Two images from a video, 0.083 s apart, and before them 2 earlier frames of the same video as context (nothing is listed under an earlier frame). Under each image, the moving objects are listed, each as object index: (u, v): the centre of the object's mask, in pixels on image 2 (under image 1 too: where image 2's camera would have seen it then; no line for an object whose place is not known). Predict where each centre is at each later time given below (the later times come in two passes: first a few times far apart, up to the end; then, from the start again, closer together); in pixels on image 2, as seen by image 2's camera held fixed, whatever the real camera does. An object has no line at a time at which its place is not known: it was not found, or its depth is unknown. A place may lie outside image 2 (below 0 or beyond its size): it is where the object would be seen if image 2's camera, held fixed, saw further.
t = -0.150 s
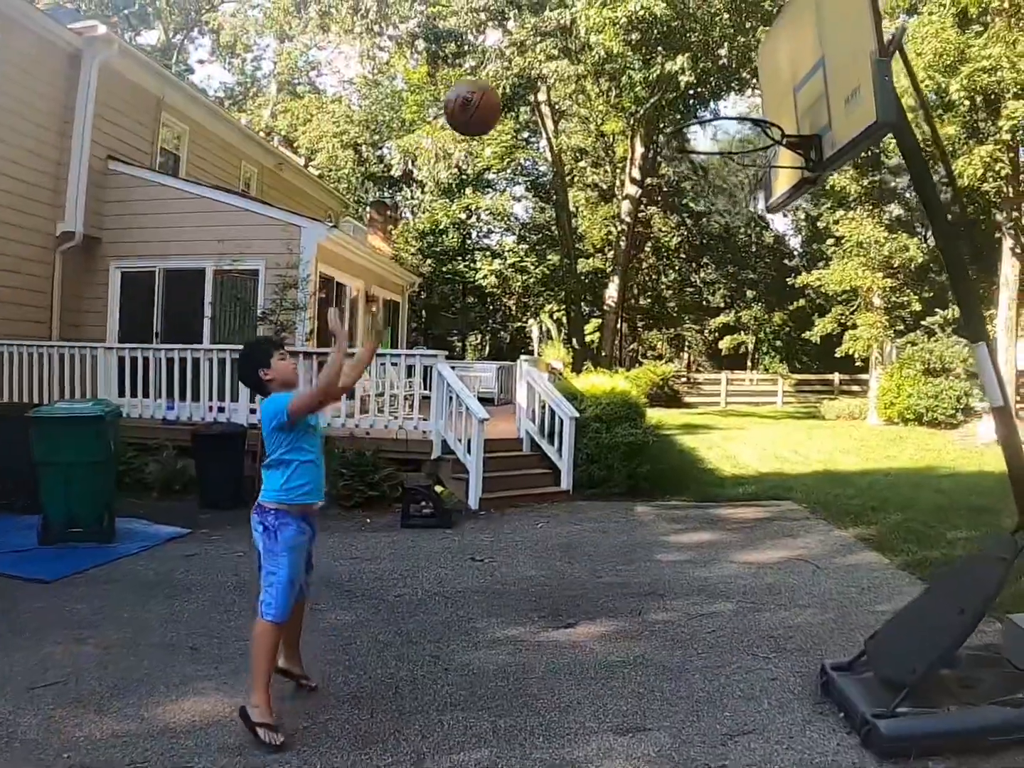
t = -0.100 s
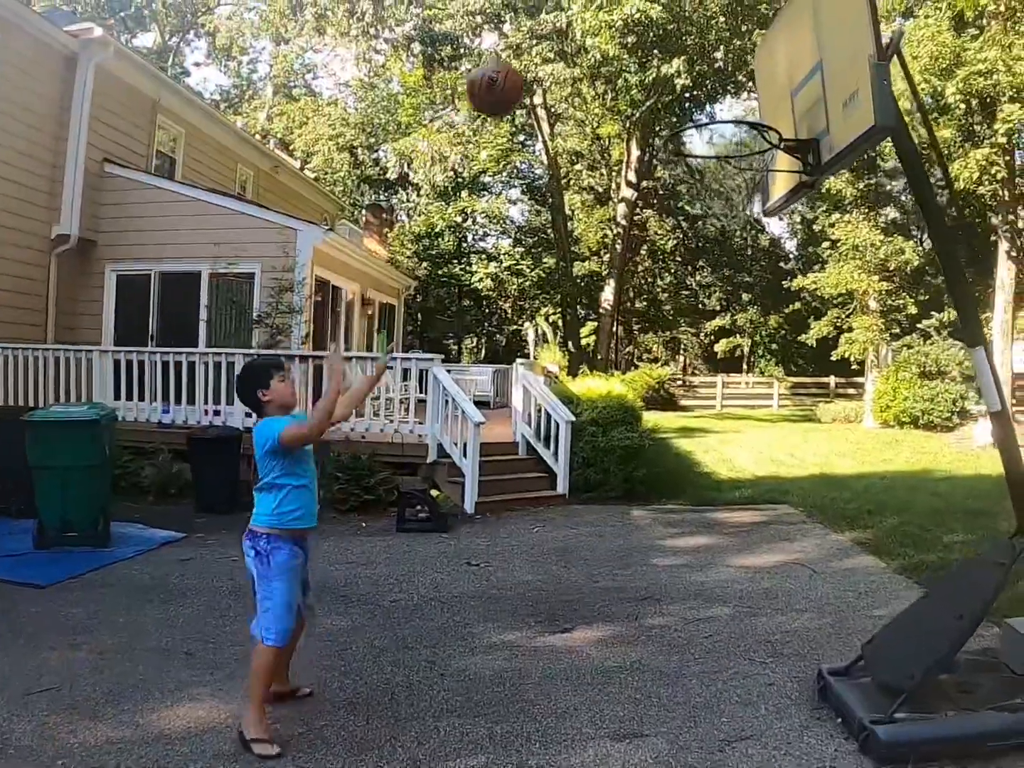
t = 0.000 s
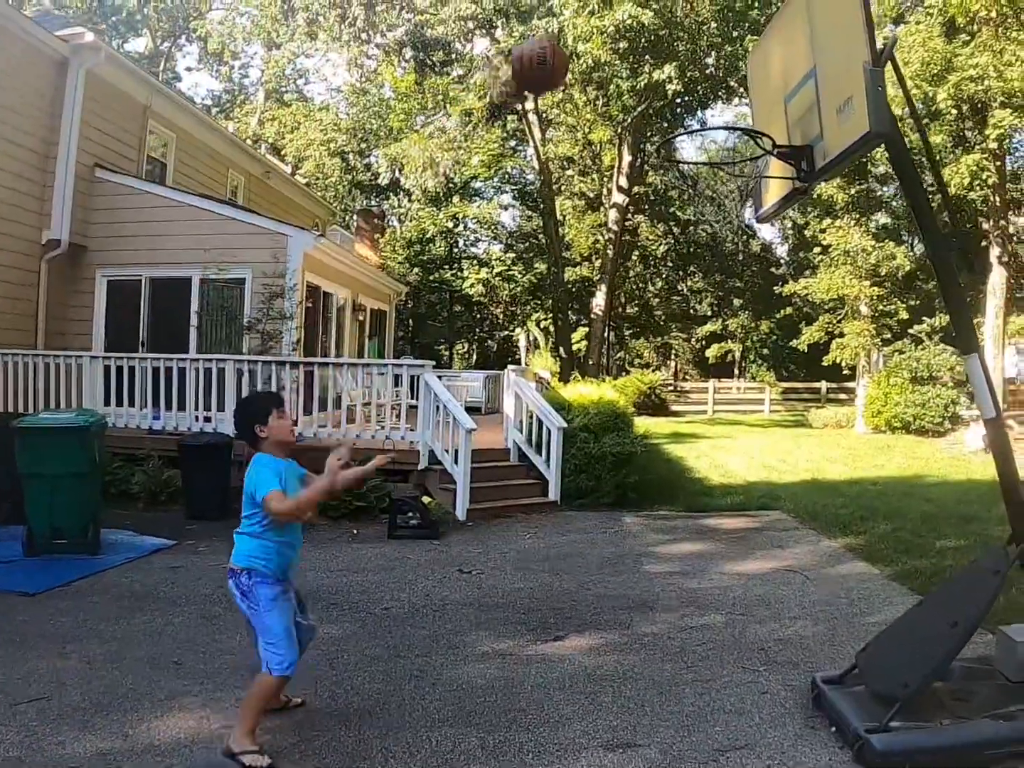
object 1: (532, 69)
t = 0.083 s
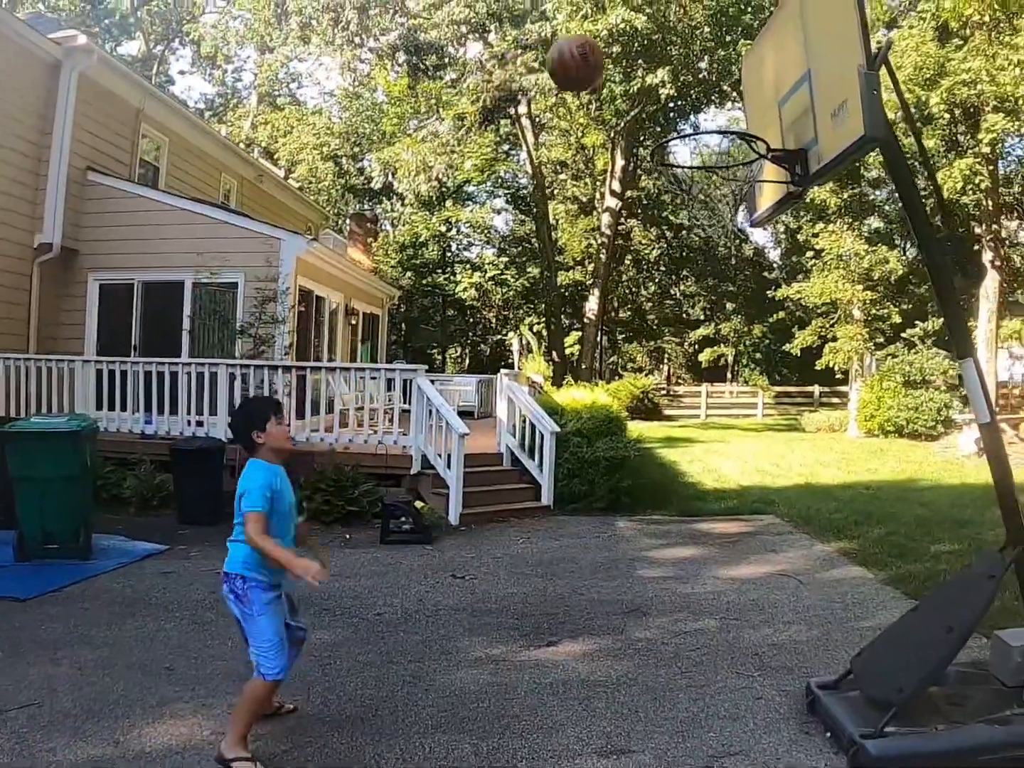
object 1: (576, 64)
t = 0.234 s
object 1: (651, 97)
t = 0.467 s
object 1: (744, 226)
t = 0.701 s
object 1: (753, 385)
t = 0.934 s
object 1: (745, 671)
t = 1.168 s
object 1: (696, 520)
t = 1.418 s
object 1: (620, 367)
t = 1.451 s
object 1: (609, 359)
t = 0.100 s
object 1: (584, 65)
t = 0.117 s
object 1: (592, 67)
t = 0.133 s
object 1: (601, 69)
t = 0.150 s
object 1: (610, 71)
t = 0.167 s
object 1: (616, 74)
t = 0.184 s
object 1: (626, 79)
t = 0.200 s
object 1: (635, 84)
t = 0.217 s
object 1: (642, 90)
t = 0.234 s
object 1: (651, 97)
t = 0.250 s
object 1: (658, 103)
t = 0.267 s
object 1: (666, 112)
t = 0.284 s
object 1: (676, 120)
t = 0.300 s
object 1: (685, 128)
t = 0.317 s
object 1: (692, 139)
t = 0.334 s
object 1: (700, 150)
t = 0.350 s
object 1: (710, 162)
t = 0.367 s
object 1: (717, 175)
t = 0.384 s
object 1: (726, 186)
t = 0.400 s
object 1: (735, 201)
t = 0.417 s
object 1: (739, 210)
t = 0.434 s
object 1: (742, 214)
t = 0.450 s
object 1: (743, 222)
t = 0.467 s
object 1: (744, 226)
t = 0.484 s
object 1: (745, 233)
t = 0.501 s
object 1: (747, 241)
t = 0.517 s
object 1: (746, 246)
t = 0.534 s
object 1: (747, 256)
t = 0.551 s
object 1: (749, 266)
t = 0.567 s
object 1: (749, 276)
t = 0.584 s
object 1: (749, 287)
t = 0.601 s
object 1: (750, 299)
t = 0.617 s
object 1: (749, 311)
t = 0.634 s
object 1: (751, 324)
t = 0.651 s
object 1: (750, 338)
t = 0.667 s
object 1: (753, 354)
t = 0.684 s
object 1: (751, 370)
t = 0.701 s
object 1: (753, 385)
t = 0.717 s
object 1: (753, 403)
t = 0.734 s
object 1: (751, 421)
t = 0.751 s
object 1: (752, 438)
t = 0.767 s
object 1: (753, 457)
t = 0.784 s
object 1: (753, 479)
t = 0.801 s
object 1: (752, 496)
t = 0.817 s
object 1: (750, 517)
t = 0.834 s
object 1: (751, 536)
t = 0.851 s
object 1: (750, 558)
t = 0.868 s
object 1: (749, 580)
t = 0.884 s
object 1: (748, 603)
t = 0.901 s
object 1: (747, 625)
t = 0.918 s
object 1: (746, 648)
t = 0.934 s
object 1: (745, 671)
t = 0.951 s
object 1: (745, 696)
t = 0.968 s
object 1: (744, 721)
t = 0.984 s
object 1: (741, 721)
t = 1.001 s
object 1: (738, 698)
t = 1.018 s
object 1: (735, 678)
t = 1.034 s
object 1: (732, 659)
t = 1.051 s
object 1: (727, 641)
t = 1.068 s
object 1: (724, 622)
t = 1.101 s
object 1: (715, 587)
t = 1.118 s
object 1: (712, 568)
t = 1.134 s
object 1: (705, 551)
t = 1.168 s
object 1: (696, 520)
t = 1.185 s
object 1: (690, 504)
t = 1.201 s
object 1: (687, 490)
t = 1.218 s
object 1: (681, 477)
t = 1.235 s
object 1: (676, 464)
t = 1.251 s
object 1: (673, 451)
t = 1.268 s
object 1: (667, 440)
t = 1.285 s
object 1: (662, 428)
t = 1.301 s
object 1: (655, 419)
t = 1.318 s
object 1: (654, 410)
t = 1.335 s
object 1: (648, 400)
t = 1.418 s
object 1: (620, 367)
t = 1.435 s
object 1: (614, 363)
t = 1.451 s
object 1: (609, 359)
